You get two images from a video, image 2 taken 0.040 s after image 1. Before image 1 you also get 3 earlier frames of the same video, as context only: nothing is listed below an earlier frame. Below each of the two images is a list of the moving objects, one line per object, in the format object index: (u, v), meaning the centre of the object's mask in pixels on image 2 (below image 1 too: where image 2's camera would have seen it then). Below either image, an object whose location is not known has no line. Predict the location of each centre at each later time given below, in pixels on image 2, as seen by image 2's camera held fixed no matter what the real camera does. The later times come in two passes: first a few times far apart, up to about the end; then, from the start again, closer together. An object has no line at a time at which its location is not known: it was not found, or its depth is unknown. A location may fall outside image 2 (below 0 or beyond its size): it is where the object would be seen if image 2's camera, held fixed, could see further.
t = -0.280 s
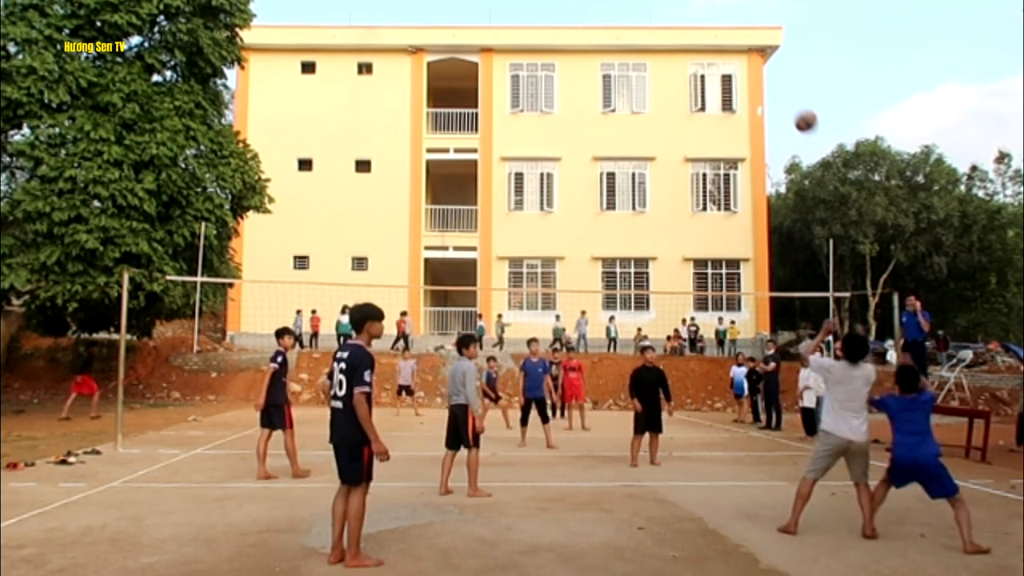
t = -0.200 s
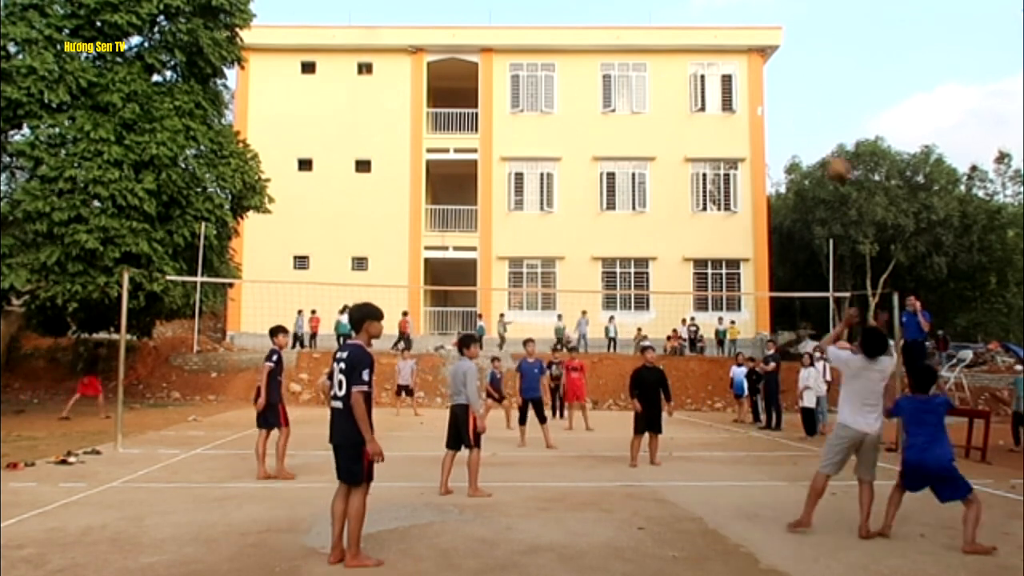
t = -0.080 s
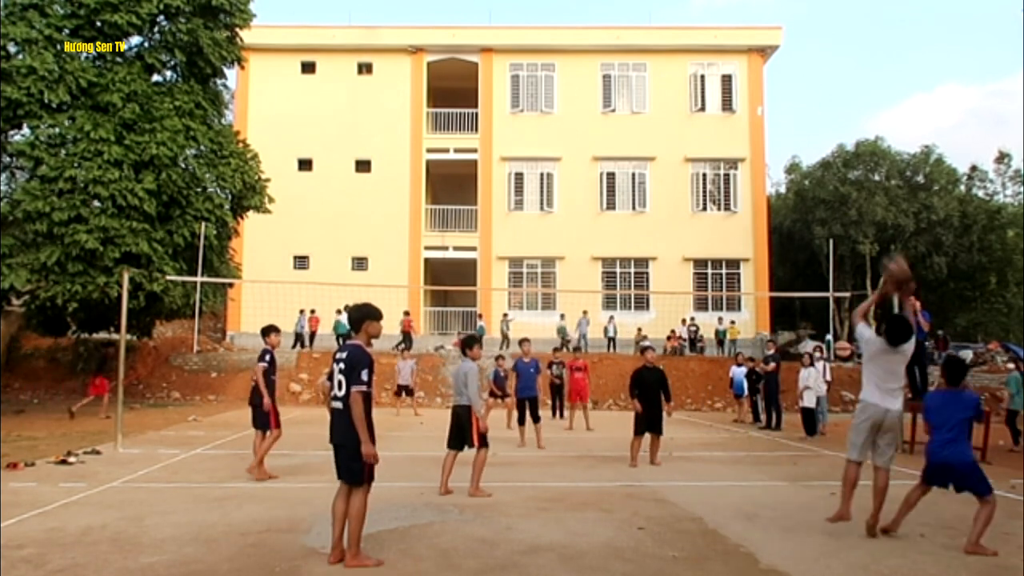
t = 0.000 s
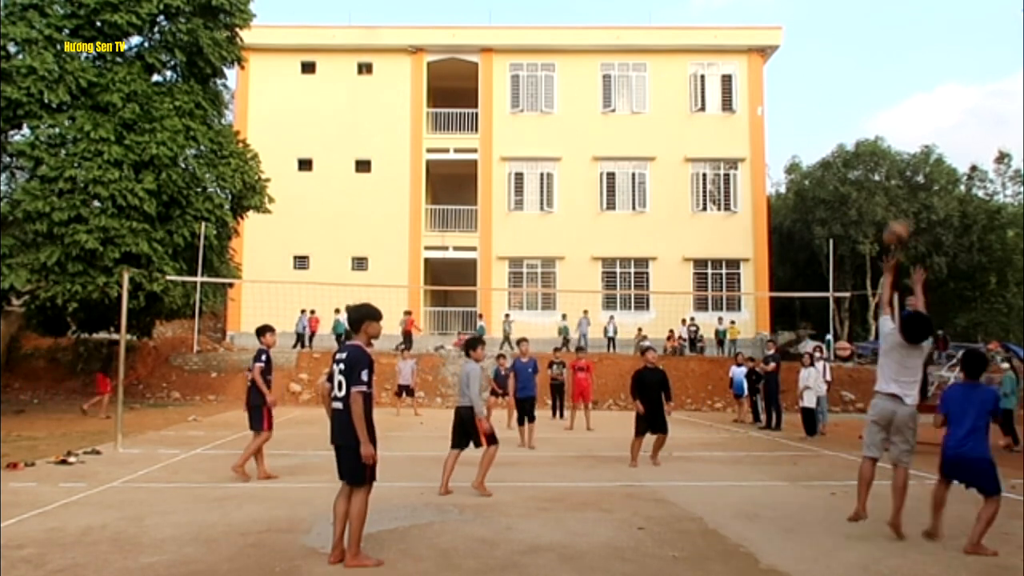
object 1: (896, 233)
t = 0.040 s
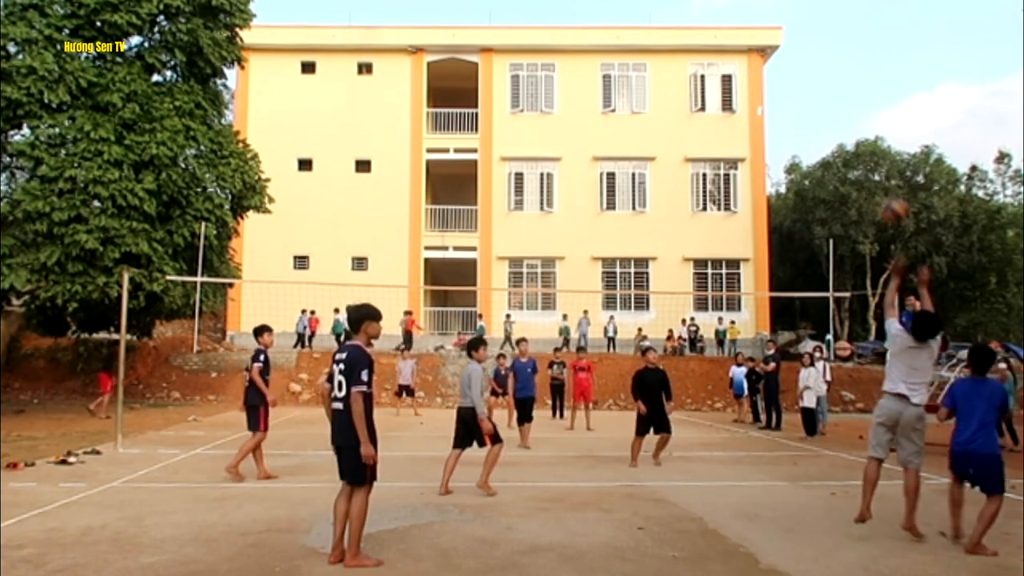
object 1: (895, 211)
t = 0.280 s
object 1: (877, 115)
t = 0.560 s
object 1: (860, 92)
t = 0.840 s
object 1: (848, 150)
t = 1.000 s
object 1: (843, 219)
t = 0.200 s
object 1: (882, 139)
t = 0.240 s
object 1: (879, 126)
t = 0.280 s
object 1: (877, 115)
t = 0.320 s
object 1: (874, 106)
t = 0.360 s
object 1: (872, 99)
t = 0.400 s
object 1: (869, 94)
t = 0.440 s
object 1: (867, 91)
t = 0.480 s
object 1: (865, 90)
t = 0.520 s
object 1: (863, 90)
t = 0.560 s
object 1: (860, 92)
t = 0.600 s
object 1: (858, 95)
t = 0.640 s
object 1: (856, 101)
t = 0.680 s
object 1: (855, 107)
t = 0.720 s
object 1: (852, 116)
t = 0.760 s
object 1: (851, 126)
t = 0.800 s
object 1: (850, 137)
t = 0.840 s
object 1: (848, 150)
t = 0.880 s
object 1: (848, 165)
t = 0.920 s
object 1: (845, 181)
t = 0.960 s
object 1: (844, 200)
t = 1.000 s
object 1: (843, 219)
